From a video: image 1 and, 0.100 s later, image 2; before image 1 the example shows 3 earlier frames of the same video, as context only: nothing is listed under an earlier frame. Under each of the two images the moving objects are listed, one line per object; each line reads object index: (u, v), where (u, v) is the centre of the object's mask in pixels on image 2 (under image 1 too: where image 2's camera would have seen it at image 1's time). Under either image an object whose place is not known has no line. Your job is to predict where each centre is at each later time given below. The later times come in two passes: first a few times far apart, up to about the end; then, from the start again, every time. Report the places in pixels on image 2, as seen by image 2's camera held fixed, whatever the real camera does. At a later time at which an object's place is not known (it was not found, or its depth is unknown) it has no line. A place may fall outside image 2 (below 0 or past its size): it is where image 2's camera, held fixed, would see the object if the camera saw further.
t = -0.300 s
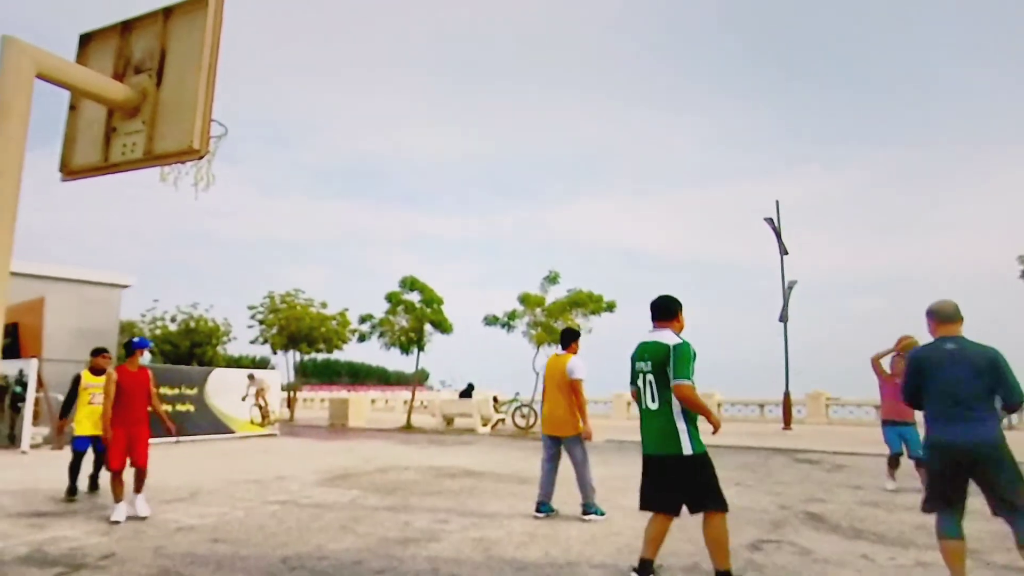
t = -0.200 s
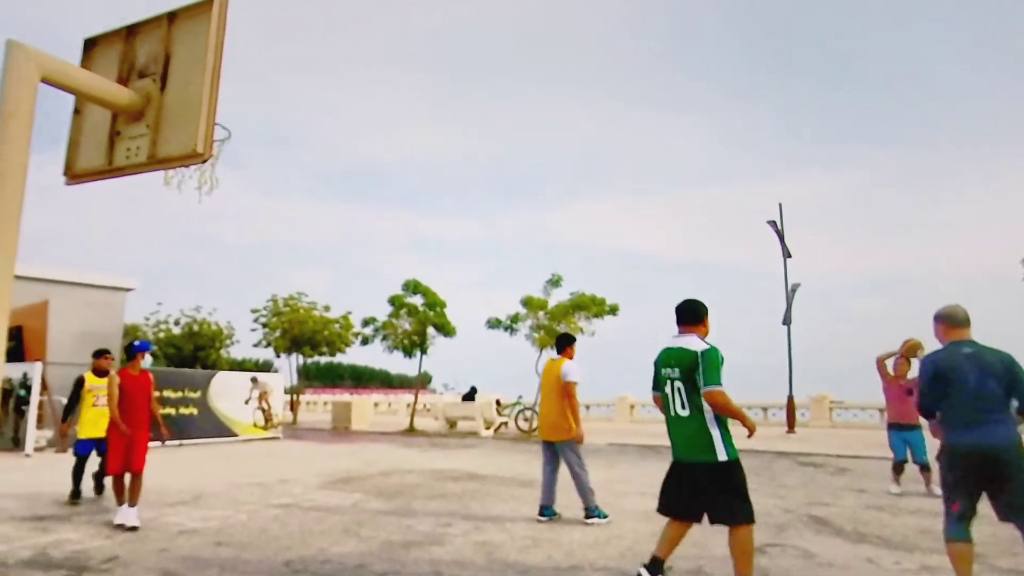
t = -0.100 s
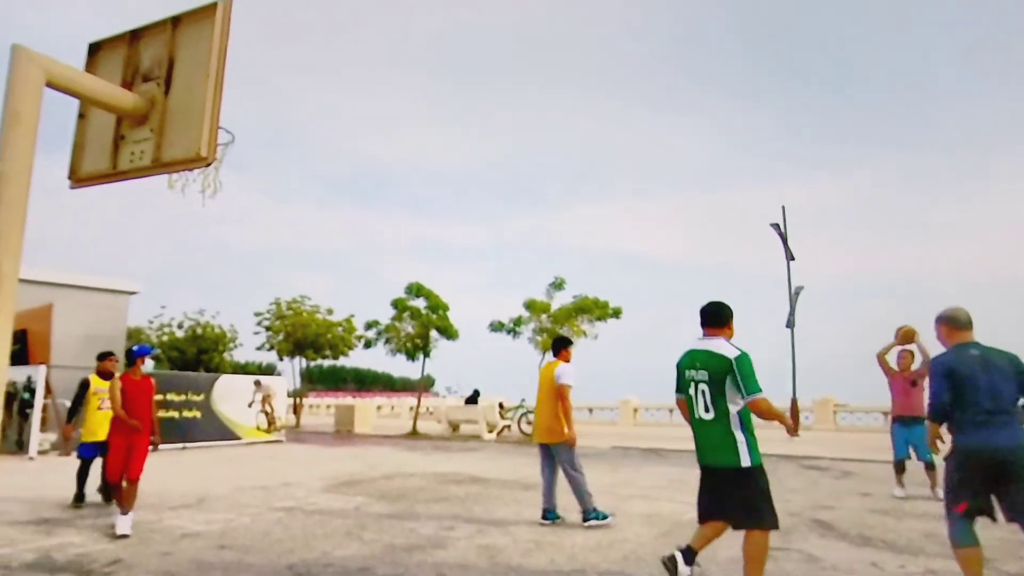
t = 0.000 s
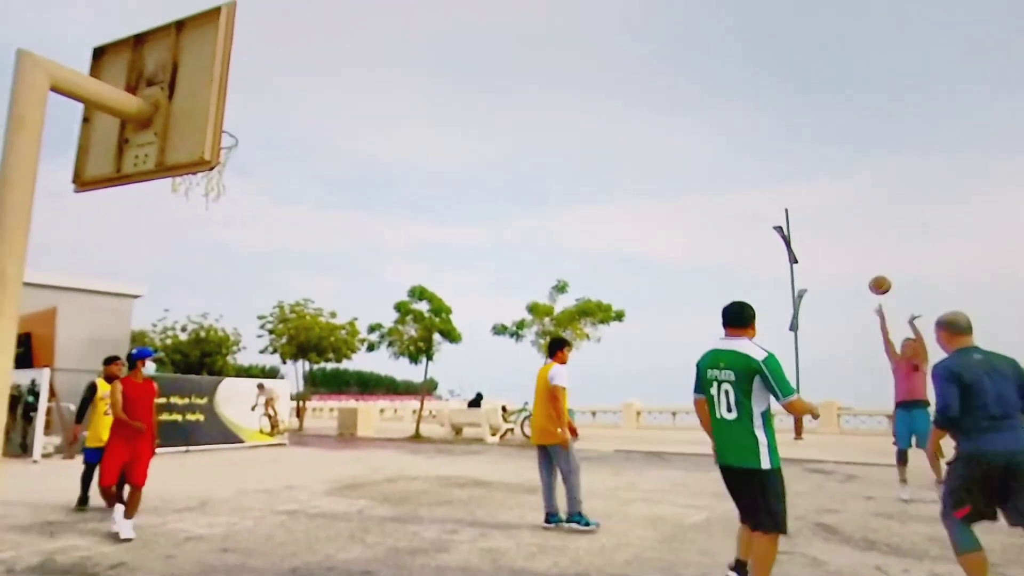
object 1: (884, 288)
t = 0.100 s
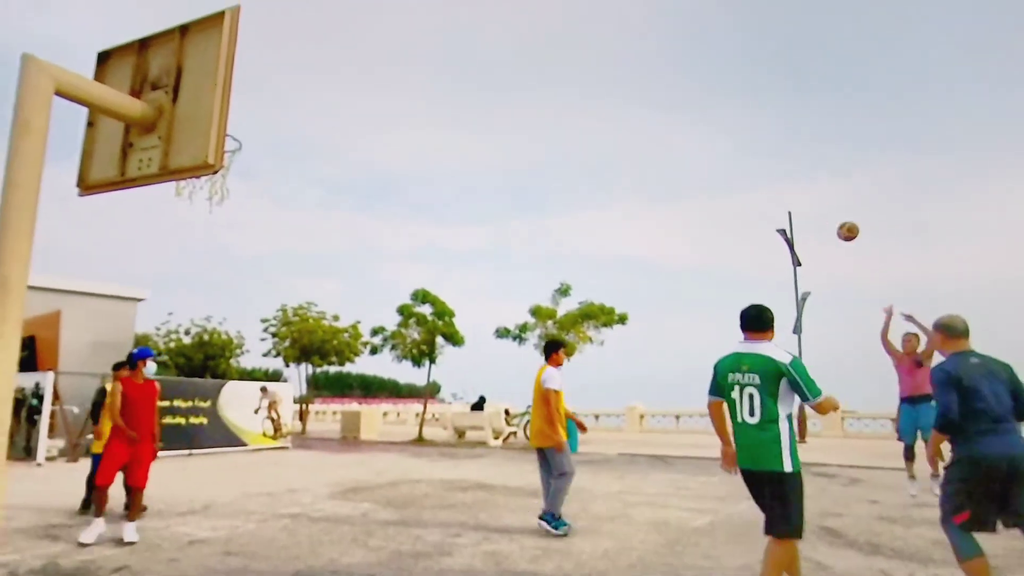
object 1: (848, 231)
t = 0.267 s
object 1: (786, 151)
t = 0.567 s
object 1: (669, 53)
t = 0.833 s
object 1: (550, 24)
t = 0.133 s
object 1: (836, 214)
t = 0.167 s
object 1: (824, 197)
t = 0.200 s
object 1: (811, 181)
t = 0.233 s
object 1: (799, 165)
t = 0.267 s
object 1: (786, 151)
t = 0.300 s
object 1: (773, 137)
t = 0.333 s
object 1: (761, 124)
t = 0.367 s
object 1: (748, 111)
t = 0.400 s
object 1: (736, 100)
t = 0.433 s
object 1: (722, 89)
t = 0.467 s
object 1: (709, 78)
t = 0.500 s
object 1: (696, 70)
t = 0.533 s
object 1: (682, 61)
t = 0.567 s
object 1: (669, 53)
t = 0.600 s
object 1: (655, 47)
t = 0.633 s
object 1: (641, 40)
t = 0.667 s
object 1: (626, 35)
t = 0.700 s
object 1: (612, 31)
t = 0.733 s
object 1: (597, 28)
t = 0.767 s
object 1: (582, 26)
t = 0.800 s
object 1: (566, 24)
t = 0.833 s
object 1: (550, 24)
